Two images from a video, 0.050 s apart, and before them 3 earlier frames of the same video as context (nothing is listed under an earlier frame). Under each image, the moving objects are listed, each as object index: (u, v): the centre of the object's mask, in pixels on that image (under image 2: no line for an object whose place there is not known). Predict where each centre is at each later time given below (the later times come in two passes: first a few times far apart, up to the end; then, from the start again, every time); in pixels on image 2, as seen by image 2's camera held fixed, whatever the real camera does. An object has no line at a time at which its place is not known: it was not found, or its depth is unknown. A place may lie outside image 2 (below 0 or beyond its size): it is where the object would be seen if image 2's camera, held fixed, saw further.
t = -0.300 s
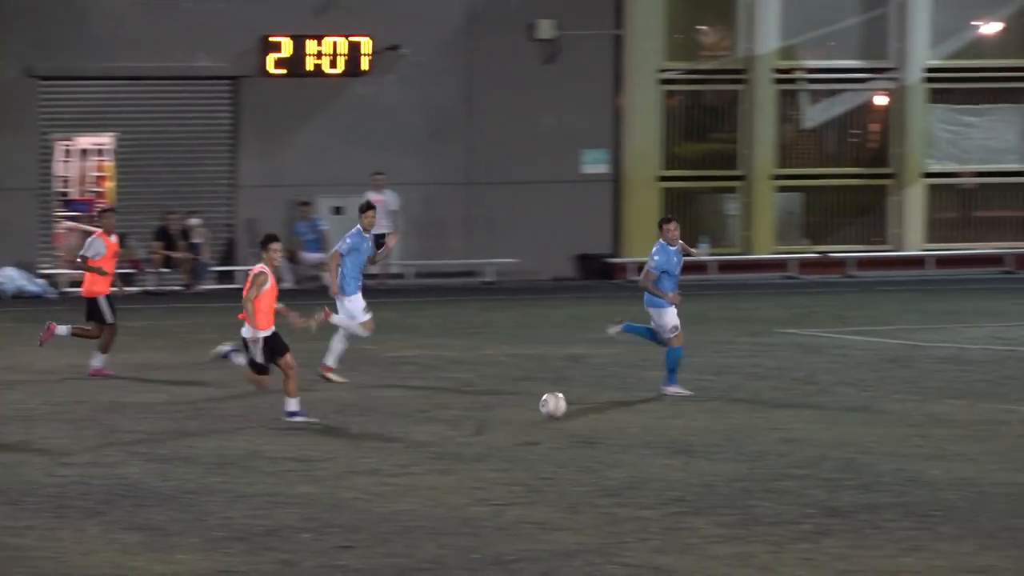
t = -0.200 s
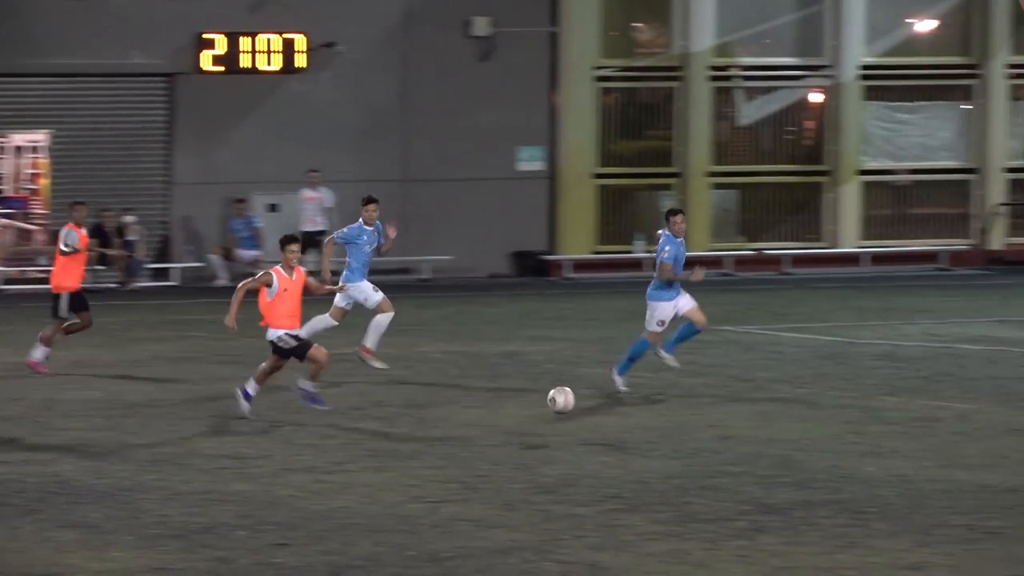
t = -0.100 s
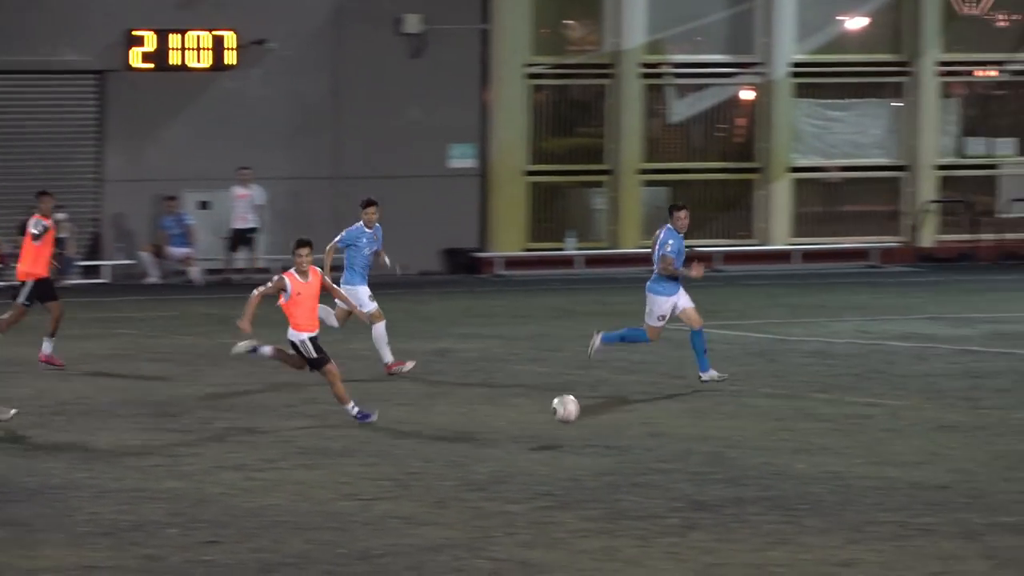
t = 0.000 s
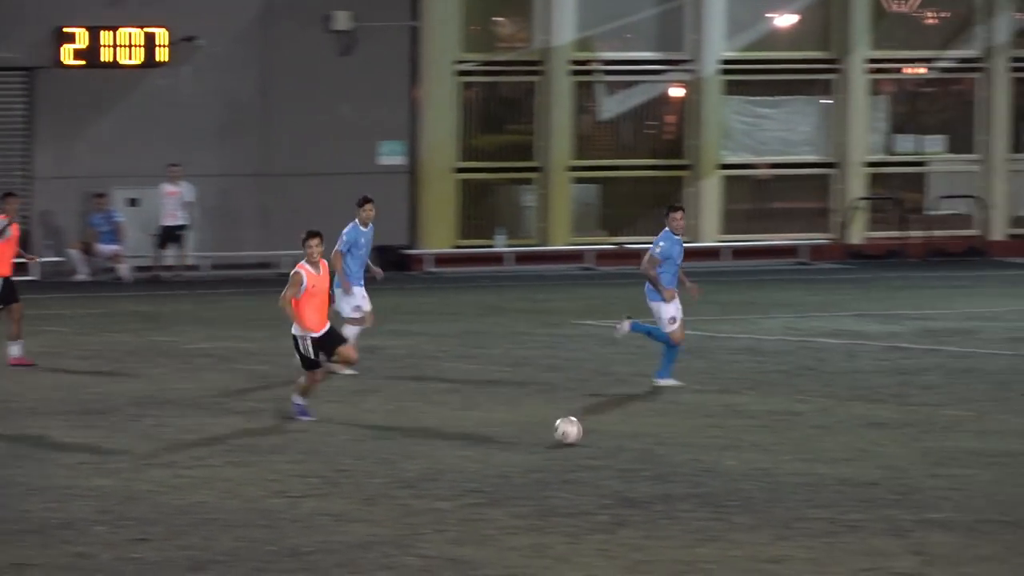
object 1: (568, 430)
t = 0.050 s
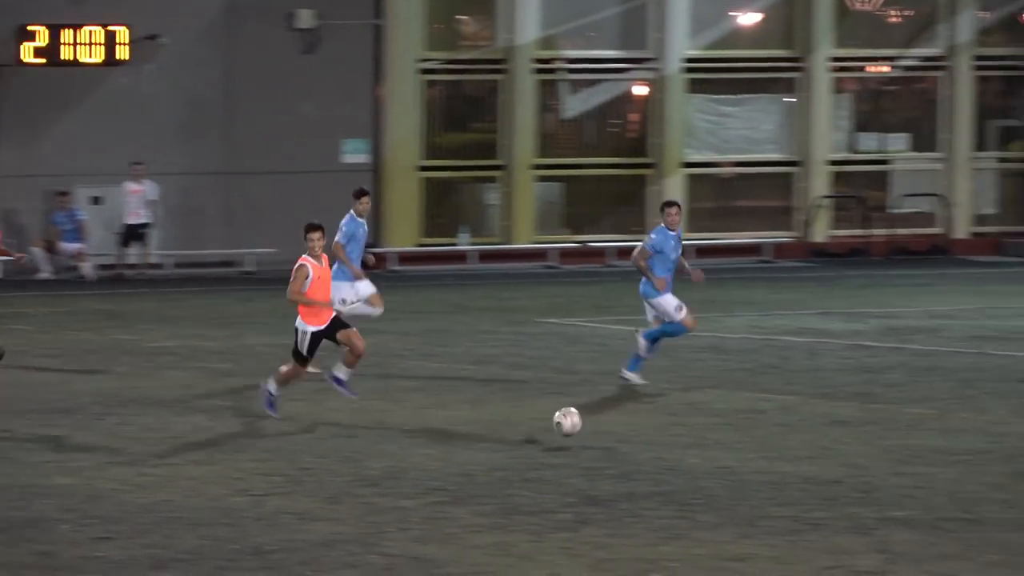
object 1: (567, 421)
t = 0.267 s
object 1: (723, 429)
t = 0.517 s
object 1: (906, 444)
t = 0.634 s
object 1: (993, 456)
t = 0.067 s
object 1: (579, 419)
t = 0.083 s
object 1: (592, 418)
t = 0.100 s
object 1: (603, 417)
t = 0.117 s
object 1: (615, 416)
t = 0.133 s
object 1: (627, 416)
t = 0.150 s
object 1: (639, 416)
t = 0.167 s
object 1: (651, 417)
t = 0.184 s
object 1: (663, 418)
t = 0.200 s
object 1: (675, 419)
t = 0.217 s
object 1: (687, 421)
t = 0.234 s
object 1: (699, 423)
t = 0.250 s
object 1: (712, 426)
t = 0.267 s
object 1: (723, 429)
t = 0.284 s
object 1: (736, 432)
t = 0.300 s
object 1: (747, 436)
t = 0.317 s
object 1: (760, 440)
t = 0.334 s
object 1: (772, 443)
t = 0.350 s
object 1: (784, 442)
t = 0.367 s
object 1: (796, 440)
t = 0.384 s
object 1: (808, 439)
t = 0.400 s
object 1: (820, 439)
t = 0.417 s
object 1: (833, 438)
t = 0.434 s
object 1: (845, 438)
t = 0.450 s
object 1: (857, 439)
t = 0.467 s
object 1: (870, 439)
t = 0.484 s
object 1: (882, 440)
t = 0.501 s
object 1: (894, 442)
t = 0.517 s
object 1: (906, 444)
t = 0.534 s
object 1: (919, 446)
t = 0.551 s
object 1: (931, 449)
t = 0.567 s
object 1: (943, 452)
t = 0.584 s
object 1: (956, 456)
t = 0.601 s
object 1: (968, 458)
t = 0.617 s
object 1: (981, 457)
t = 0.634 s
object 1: (993, 456)
